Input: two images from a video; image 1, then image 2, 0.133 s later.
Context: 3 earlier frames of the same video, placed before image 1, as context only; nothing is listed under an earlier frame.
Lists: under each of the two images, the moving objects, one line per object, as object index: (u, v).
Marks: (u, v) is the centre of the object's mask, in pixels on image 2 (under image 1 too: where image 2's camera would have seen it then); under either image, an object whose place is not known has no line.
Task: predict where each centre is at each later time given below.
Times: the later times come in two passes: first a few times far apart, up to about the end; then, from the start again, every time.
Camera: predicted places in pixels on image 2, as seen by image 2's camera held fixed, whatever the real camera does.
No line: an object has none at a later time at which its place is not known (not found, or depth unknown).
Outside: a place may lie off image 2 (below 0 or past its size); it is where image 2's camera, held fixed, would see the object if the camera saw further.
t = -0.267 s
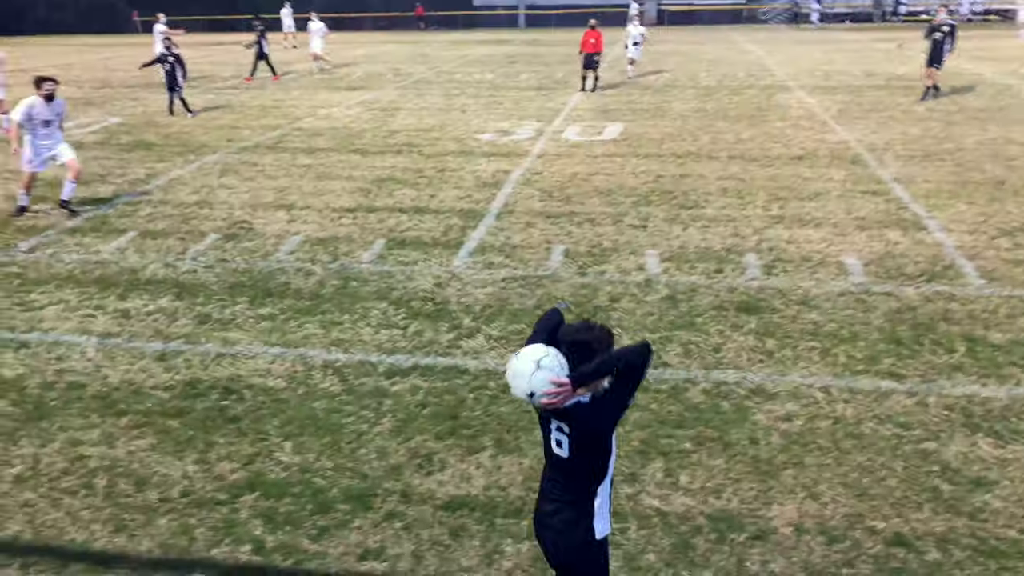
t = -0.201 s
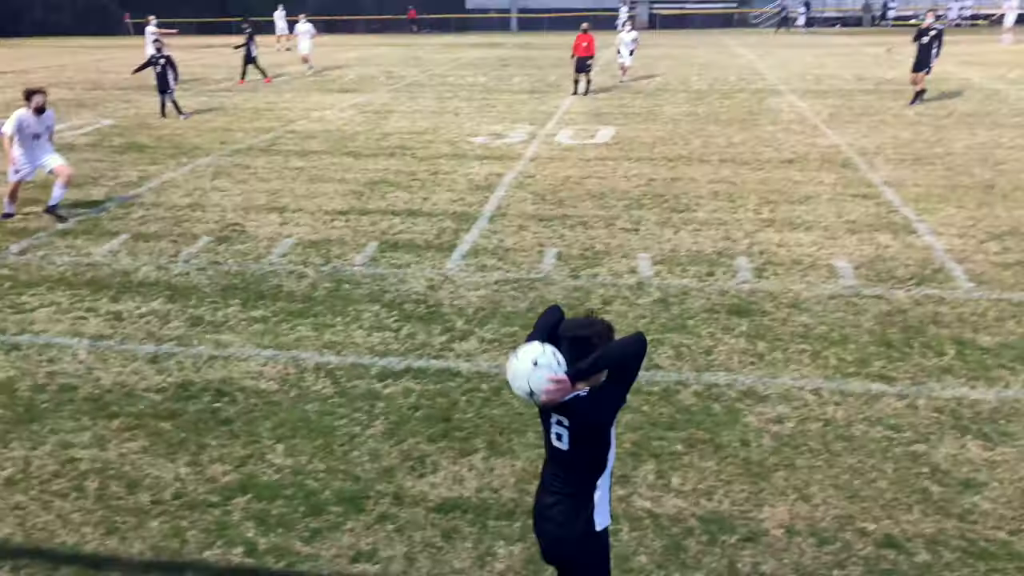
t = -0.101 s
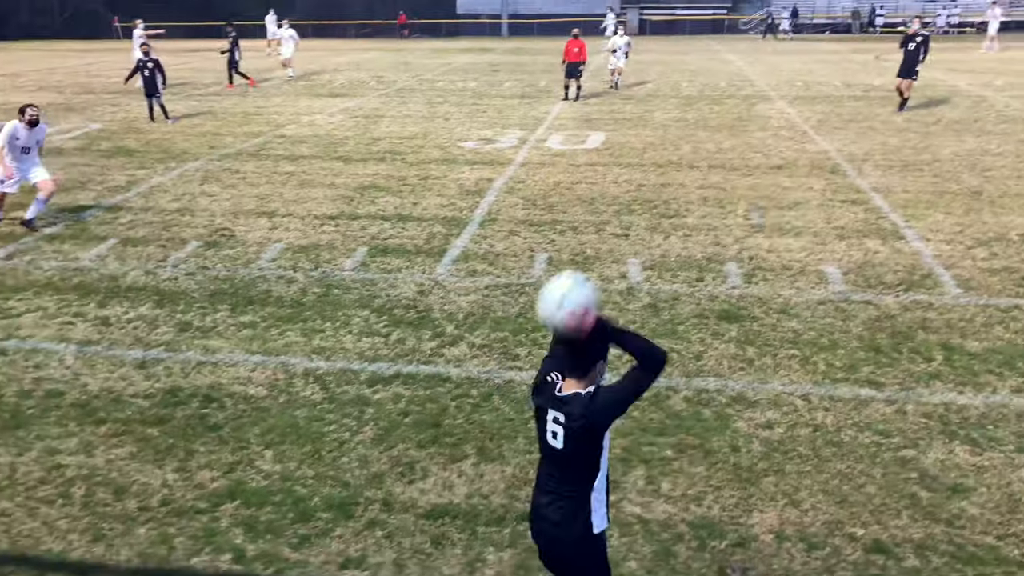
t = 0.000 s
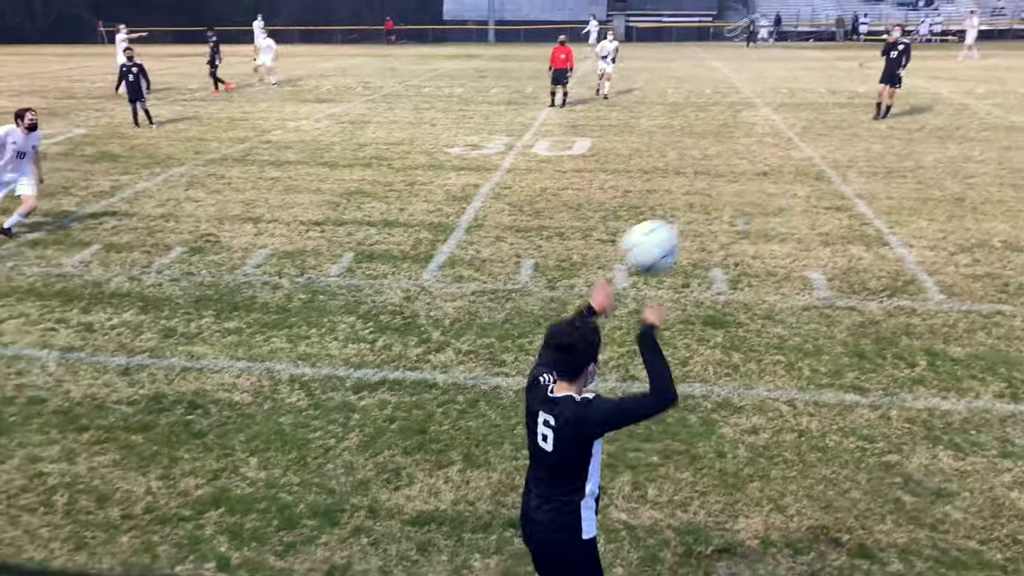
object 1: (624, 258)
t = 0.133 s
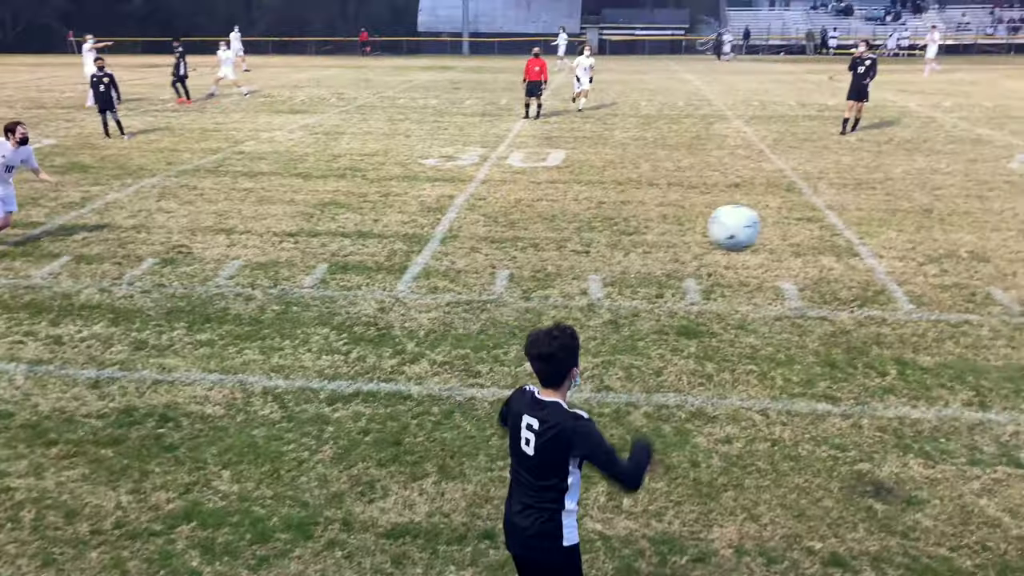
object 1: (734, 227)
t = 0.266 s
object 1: (817, 237)
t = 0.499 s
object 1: (916, 316)
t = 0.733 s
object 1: (978, 358)
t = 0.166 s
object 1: (757, 227)
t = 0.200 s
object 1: (778, 228)
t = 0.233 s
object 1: (798, 232)
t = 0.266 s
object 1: (817, 237)
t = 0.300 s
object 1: (834, 245)
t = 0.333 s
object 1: (850, 253)
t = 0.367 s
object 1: (865, 264)
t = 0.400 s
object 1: (879, 276)
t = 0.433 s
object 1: (891, 289)
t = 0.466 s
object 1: (905, 302)
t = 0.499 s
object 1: (916, 316)
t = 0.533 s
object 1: (926, 332)
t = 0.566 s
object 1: (935, 348)
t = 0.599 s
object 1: (944, 365)
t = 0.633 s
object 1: (953, 383)
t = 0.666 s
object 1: (960, 391)
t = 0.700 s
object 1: (969, 374)
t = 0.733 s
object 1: (978, 358)
